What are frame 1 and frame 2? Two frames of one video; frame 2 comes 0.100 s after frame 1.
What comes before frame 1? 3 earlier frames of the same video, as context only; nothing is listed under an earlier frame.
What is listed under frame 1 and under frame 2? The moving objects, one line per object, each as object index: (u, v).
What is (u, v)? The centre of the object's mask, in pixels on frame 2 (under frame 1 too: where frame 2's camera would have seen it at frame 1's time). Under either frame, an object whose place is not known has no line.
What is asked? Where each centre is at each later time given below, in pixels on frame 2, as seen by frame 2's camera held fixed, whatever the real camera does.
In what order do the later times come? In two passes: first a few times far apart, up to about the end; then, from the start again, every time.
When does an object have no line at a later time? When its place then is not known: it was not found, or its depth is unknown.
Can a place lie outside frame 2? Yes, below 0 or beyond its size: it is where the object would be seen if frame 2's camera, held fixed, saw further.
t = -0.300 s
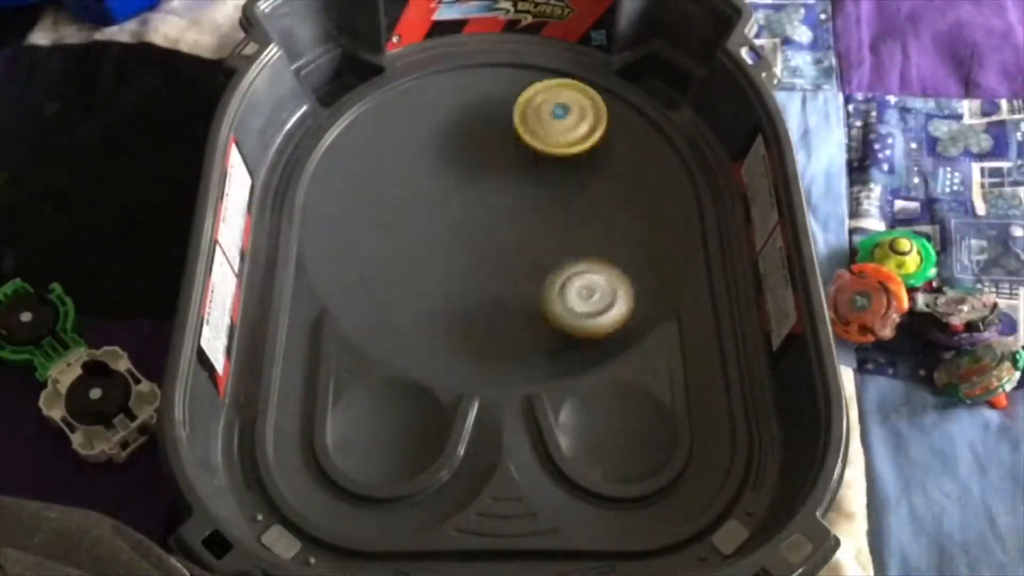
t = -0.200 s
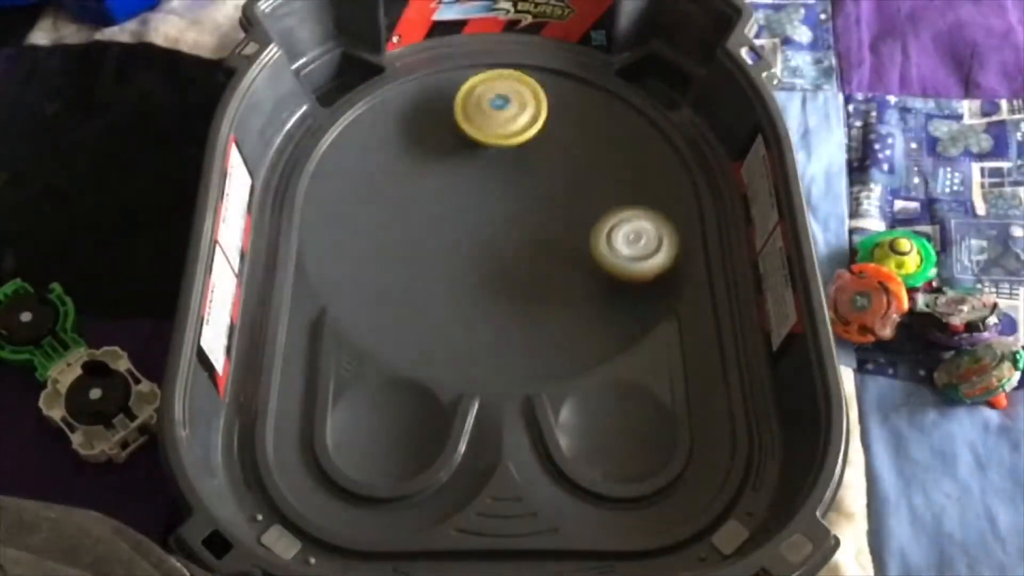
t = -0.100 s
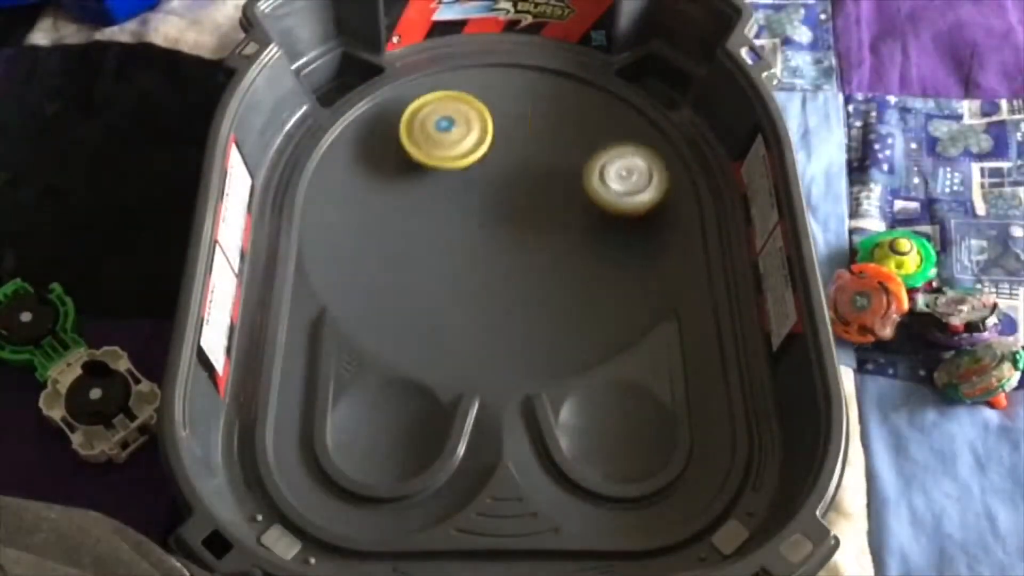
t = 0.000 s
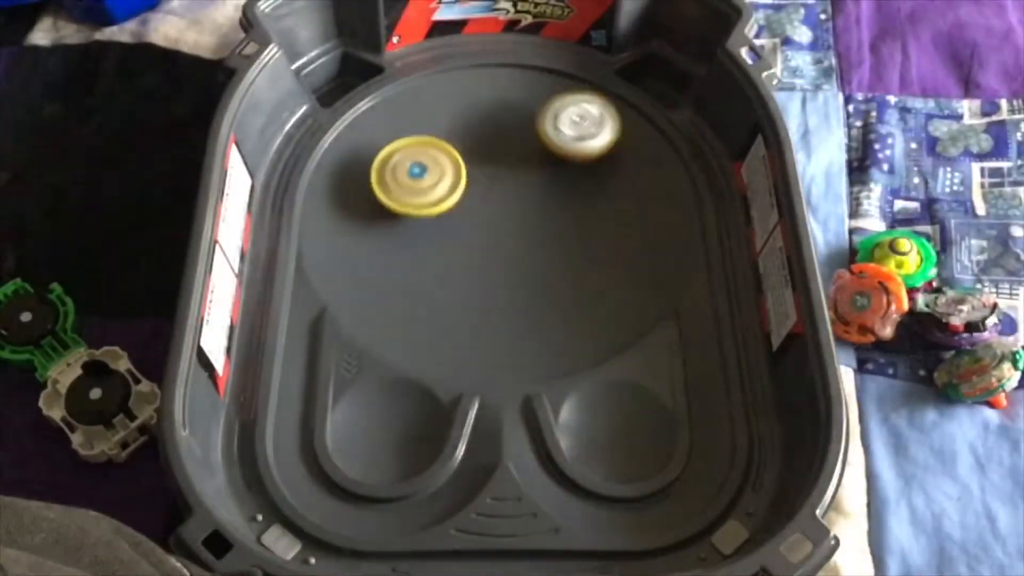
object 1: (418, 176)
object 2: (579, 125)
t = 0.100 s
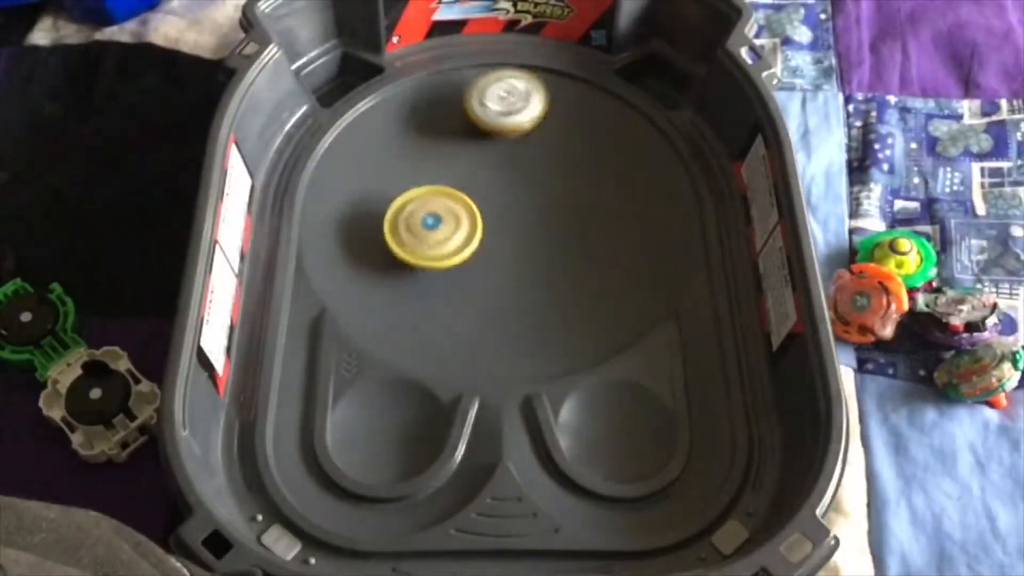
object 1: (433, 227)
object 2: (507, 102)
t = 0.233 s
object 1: (490, 262)
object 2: (409, 126)
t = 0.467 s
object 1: (584, 240)
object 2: (396, 270)
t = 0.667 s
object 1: (590, 175)
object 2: (549, 287)
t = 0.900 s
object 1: (513, 157)
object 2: (603, 181)
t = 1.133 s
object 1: (457, 190)
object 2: (512, 118)
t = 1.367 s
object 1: (467, 241)
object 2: (401, 185)
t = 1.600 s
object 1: (537, 247)
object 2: (445, 275)
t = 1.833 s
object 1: (573, 188)
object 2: (515, 263)
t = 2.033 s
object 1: (542, 136)
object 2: (523, 240)
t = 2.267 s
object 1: (475, 136)
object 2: (516, 218)
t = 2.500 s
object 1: (438, 171)
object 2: (511, 221)
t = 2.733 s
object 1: (423, 199)
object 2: (556, 220)
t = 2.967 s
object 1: (465, 225)
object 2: (543, 175)
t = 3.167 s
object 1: (494, 233)
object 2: (525, 160)
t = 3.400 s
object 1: (534, 239)
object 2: (506, 161)
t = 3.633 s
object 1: (567, 223)
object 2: (498, 164)
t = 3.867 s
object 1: (574, 202)
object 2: (496, 161)
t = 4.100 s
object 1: (565, 195)
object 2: (471, 189)
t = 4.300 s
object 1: (556, 203)
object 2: (457, 199)
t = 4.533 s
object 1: (552, 224)
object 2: (460, 212)
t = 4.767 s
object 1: (561, 235)
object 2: (469, 216)
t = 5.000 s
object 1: (566, 231)
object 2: (460, 204)
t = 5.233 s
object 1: (550, 225)
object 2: (458, 183)
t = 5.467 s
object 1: (537, 226)
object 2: (459, 182)
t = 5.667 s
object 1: (535, 231)
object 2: (456, 176)
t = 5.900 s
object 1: (534, 233)
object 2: (469, 173)
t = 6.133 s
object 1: (536, 232)
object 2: (480, 167)
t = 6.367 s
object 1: (537, 229)
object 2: (490, 163)
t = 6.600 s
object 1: (536, 229)
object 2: (501, 157)
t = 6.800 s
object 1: (534, 233)
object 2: (511, 158)
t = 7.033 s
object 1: (530, 241)
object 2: (523, 161)
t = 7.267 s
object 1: (522, 246)
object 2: (533, 167)
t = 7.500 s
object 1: (510, 248)
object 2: (540, 173)
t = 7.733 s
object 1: (491, 254)
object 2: (548, 178)
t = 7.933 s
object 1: (481, 246)
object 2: (546, 189)
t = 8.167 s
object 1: (467, 230)
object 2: (551, 197)
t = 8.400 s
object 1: (459, 207)
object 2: (552, 204)
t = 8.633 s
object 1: (459, 183)
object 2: (551, 210)
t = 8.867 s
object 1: (473, 166)
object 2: (542, 216)
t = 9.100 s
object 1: (497, 156)
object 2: (532, 224)
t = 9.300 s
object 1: (522, 155)
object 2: (522, 234)
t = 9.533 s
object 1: (546, 165)
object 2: (516, 233)
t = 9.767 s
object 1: (564, 182)
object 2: (494, 239)
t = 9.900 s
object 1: (566, 196)
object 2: (483, 236)
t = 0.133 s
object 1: (446, 240)
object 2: (480, 101)
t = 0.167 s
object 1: (461, 250)
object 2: (454, 105)
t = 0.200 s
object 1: (476, 257)
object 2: (430, 113)
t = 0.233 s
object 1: (490, 262)
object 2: (409, 126)
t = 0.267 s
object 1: (506, 265)
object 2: (390, 142)
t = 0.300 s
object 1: (521, 265)
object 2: (377, 162)
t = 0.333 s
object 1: (536, 264)
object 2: (367, 183)
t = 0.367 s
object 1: (550, 261)
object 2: (365, 206)
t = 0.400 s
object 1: (562, 256)
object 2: (369, 229)
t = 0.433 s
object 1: (574, 249)
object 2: (379, 251)
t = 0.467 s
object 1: (584, 240)
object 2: (396, 270)
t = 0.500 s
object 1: (593, 230)
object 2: (418, 285)
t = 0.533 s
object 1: (599, 219)
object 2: (443, 295)
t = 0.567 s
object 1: (602, 208)
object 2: (470, 300)
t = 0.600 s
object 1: (602, 196)
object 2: (497, 300)
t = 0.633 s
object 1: (598, 185)
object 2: (524, 296)
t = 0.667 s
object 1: (590, 175)
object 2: (549, 287)
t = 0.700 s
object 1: (581, 167)
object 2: (569, 275)
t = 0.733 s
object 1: (571, 162)
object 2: (585, 261)
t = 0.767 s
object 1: (560, 159)
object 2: (596, 245)
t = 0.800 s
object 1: (549, 157)
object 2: (603, 228)
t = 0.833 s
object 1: (538, 157)
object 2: (605, 211)
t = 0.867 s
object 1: (527, 158)
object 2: (603, 194)
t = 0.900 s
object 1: (513, 157)
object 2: (603, 181)
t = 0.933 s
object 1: (500, 157)
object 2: (601, 168)
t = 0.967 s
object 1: (489, 159)
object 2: (595, 156)
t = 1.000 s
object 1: (479, 163)
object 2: (584, 145)
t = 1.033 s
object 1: (472, 169)
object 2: (570, 134)
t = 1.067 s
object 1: (465, 175)
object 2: (553, 126)
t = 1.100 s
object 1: (460, 182)
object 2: (533, 121)
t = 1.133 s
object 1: (457, 190)
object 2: (512, 118)
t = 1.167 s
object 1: (454, 197)
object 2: (491, 119)
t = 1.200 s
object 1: (453, 205)
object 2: (469, 123)
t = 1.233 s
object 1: (453, 212)
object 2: (450, 132)
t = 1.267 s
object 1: (455, 219)
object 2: (433, 144)
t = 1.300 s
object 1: (458, 227)
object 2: (418, 157)
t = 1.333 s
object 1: (462, 235)
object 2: (407, 170)
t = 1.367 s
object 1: (467, 241)
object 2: (401, 185)
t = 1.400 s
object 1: (476, 247)
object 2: (396, 200)
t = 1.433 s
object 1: (486, 252)
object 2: (393, 213)
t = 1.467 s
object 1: (496, 254)
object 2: (397, 228)
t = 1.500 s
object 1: (505, 255)
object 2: (405, 242)
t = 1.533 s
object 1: (514, 254)
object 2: (418, 256)
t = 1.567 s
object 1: (525, 251)
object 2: (432, 267)
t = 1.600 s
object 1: (537, 247)
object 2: (445, 275)
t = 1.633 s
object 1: (547, 242)
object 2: (461, 279)
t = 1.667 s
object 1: (553, 237)
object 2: (478, 281)
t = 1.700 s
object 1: (558, 230)
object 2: (491, 280)
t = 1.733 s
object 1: (564, 221)
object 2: (502, 277)
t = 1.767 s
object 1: (566, 212)
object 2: (510, 272)
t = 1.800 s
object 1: (568, 202)
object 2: (514, 266)
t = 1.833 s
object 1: (573, 188)
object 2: (515, 263)
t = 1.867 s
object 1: (574, 176)
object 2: (516, 260)
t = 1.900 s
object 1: (572, 166)
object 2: (517, 256)
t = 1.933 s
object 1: (567, 157)
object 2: (519, 253)
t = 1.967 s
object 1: (561, 150)
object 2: (521, 249)
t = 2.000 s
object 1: (550, 141)
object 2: (523, 244)
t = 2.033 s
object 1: (542, 136)
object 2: (523, 240)
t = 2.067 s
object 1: (533, 132)
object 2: (523, 237)
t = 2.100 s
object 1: (523, 129)
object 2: (523, 233)
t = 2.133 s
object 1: (513, 127)
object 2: (523, 230)
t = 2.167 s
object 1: (503, 127)
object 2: (521, 226)
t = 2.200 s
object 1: (493, 128)
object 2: (520, 223)
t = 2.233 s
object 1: (484, 131)
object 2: (518, 221)
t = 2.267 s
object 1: (475, 136)
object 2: (516, 218)
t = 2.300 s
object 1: (468, 141)
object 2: (514, 216)
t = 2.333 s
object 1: (462, 147)
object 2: (512, 214)
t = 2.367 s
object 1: (457, 153)
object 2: (509, 213)
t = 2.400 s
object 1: (449, 155)
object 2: (511, 217)
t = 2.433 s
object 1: (444, 159)
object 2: (511, 219)
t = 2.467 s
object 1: (440, 165)
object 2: (511, 220)
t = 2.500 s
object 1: (438, 171)
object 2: (511, 221)
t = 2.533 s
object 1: (436, 177)
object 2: (511, 220)
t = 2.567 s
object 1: (427, 176)
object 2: (519, 227)
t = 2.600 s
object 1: (422, 178)
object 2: (527, 232)
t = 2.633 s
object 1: (420, 183)
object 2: (534, 233)
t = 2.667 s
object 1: (421, 188)
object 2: (542, 231)
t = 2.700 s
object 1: (421, 193)
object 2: (549, 226)
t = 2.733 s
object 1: (423, 199)
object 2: (556, 220)
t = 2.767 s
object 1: (427, 205)
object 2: (560, 212)
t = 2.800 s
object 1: (433, 211)
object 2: (562, 205)
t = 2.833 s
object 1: (440, 215)
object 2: (562, 197)
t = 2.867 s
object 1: (446, 218)
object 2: (558, 189)
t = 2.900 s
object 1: (454, 221)
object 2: (552, 183)
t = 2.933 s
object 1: (463, 223)
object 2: (545, 179)
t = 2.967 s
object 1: (465, 225)
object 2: (543, 175)
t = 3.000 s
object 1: (467, 227)
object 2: (543, 171)
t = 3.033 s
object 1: (473, 228)
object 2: (541, 169)
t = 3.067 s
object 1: (479, 228)
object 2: (537, 167)
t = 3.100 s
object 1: (483, 230)
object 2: (534, 164)
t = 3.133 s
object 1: (488, 232)
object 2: (530, 161)
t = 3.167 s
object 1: (494, 233)
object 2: (525, 160)
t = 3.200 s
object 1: (498, 235)
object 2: (522, 158)
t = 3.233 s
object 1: (503, 236)
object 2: (518, 157)
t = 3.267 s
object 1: (510, 237)
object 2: (514, 159)
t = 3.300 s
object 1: (516, 237)
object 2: (512, 161)
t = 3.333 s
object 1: (521, 239)
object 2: (510, 160)
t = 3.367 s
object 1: (527, 240)
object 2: (508, 160)
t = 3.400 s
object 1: (534, 239)
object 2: (506, 161)
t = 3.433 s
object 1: (539, 238)
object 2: (504, 163)
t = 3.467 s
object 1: (545, 236)
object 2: (503, 164)
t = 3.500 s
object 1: (550, 233)
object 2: (502, 166)
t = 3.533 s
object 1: (554, 231)
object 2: (501, 166)
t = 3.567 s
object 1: (559, 228)
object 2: (501, 167)
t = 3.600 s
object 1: (563, 226)
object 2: (500, 165)
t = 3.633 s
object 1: (567, 223)
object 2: (498, 164)
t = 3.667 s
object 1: (569, 220)
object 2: (498, 163)
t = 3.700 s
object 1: (571, 216)
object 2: (498, 162)
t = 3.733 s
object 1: (571, 212)
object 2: (500, 163)
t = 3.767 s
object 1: (573, 210)
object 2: (499, 162)
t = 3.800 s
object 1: (573, 207)
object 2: (498, 161)
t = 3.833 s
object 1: (573, 203)
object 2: (498, 161)
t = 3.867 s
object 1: (574, 202)
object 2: (496, 161)
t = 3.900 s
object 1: (576, 201)
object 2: (492, 161)
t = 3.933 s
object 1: (575, 198)
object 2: (490, 164)
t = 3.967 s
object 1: (574, 197)
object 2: (488, 169)
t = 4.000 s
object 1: (573, 196)
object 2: (482, 175)
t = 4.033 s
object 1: (571, 195)
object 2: (477, 180)
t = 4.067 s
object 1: (569, 195)
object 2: (473, 185)
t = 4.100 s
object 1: (565, 195)
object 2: (471, 189)
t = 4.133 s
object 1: (562, 195)
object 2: (470, 192)
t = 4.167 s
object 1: (564, 196)
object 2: (463, 193)
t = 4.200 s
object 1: (564, 198)
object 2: (459, 194)
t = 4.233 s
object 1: (562, 199)
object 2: (456, 195)
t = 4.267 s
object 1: (558, 202)
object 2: (456, 197)
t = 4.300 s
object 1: (556, 203)
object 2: (457, 199)
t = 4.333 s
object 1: (552, 206)
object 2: (459, 201)
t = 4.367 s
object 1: (553, 209)
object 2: (459, 203)
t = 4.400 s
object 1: (553, 213)
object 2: (455, 205)
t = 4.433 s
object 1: (554, 215)
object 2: (454, 207)
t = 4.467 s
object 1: (552, 219)
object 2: (455, 209)
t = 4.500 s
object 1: (553, 221)
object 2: (457, 210)
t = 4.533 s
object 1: (552, 224)
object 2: (460, 212)
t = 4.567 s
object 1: (554, 226)
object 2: (462, 213)
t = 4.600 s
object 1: (555, 229)
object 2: (462, 213)
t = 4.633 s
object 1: (557, 231)
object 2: (464, 214)
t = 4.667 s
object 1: (557, 233)
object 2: (466, 214)
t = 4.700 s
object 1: (559, 234)
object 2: (466, 215)
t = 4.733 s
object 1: (560, 235)
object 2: (468, 215)
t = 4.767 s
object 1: (561, 235)
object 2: (469, 216)
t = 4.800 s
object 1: (564, 236)
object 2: (467, 215)
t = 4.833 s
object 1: (566, 236)
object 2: (463, 214)
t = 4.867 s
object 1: (568, 236)
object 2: (461, 212)
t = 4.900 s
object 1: (568, 235)
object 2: (460, 210)
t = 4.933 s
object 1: (568, 234)
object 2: (459, 208)
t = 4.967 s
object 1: (567, 233)
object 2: (460, 206)
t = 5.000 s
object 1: (566, 231)
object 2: (460, 204)
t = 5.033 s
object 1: (564, 230)
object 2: (462, 201)
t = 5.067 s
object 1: (561, 228)
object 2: (463, 200)
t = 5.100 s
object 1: (558, 227)
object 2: (464, 198)
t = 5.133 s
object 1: (554, 225)
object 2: (465, 196)
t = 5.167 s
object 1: (551, 224)
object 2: (466, 193)
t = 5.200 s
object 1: (551, 226)
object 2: (462, 188)
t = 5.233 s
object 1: (550, 225)
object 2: (458, 183)
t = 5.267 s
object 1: (550, 226)
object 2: (456, 181)
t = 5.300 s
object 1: (547, 225)
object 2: (455, 180)
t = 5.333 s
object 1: (546, 225)
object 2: (455, 180)
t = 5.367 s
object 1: (543, 226)
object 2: (456, 181)
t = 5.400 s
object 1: (541, 225)
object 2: (457, 181)
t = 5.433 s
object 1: (539, 225)
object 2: (459, 183)
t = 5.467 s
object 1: (537, 226)
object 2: (459, 182)
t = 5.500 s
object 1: (537, 227)
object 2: (457, 181)
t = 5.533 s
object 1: (535, 228)
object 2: (457, 181)
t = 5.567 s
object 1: (534, 227)
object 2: (457, 181)
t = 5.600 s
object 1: (534, 229)
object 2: (457, 181)
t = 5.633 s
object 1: (534, 231)
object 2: (456, 178)
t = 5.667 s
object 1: (535, 231)
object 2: (456, 176)
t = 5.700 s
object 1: (535, 232)
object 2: (457, 175)
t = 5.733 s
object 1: (535, 232)
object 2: (458, 174)
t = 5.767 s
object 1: (535, 232)
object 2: (460, 174)
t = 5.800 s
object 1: (535, 232)
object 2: (462, 174)
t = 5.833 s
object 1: (534, 232)
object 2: (465, 174)
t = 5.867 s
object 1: (534, 231)
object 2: (467, 175)
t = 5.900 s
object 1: (534, 233)
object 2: (469, 173)
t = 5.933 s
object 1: (535, 234)
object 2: (469, 169)
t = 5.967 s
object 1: (536, 234)
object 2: (470, 167)
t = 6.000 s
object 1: (536, 234)
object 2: (471, 166)
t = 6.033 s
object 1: (536, 234)
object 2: (473, 165)
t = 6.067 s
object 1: (537, 233)
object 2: (475, 165)
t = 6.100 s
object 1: (537, 233)
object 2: (478, 166)
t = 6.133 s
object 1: (536, 232)
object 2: (480, 167)
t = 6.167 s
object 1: (536, 231)
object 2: (482, 168)
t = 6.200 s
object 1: (538, 232)
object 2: (483, 166)
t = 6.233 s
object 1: (537, 232)
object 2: (484, 164)
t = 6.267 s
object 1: (538, 231)
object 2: (485, 163)
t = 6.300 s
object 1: (538, 231)
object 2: (487, 163)
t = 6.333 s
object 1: (537, 230)
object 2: (489, 163)
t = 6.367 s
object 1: (537, 229)
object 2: (490, 163)
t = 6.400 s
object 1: (538, 230)
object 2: (491, 161)
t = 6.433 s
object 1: (538, 231)
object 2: (493, 158)
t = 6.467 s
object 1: (538, 230)
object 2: (494, 158)
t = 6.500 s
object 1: (538, 230)
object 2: (496, 157)
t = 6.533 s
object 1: (538, 229)
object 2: (498, 158)
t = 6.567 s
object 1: (537, 229)
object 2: (500, 159)
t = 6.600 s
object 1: (536, 229)
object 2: (501, 157)
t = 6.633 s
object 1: (536, 230)
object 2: (502, 157)
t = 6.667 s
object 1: (536, 231)
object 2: (504, 156)
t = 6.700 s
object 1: (535, 232)
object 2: (506, 156)
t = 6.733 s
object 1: (535, 232)
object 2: (508, 156)
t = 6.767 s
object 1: (534, 232)
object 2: (510, 157)
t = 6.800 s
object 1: (534, 233)
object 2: (511, 158)
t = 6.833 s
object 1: (533, 235)
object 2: (513, 158)
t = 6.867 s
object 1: (532, 237)
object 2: (515, 156)
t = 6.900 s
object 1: (532, 239)
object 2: (517, 156)
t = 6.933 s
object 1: (532, 240)
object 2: (519, 156)
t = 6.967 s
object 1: (531, 241)
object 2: (520, 158)
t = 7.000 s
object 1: (530, 241)
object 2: (521, 159)
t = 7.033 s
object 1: (530, 241)
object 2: (523, 161)
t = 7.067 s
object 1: (529, 242)
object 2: (524, 163)
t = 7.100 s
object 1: (528, 242)
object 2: (525, 165)
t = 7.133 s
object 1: (527, 242)
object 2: (527, 166)
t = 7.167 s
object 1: (526, 244)
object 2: (528, 165)
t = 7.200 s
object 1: (525, 245)
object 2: (530, 166)
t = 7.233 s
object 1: (523, 246)
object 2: (531, 166)
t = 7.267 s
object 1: (522, 246)
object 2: (533, 167)
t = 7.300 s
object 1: (522, 245)
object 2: (533, 169)
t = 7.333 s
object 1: (520, 246)
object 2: (534, 170)
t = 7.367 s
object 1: (518, 247)
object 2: (536, 170)
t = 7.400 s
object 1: (516, 247)
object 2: (537, 171)
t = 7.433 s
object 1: (514, 247)
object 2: (539, 172)
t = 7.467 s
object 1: (513, 247)
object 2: (539, 173)
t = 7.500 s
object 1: (510, 248)
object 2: (540, 173)
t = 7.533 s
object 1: (505, 251)
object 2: (545, 171)
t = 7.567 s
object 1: (502, 252)
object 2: (547, 171)
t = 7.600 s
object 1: (499, 254)
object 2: (548, 171)
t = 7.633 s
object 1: (496, 254)
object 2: (549, 173)
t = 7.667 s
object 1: (494, 254)
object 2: (548, 174)
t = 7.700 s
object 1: (493, 254)
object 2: (548, 176)
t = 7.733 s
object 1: (491, 254)
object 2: (548, 178)
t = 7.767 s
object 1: (490, 254)
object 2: (546, 180)
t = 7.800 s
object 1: (488, 252)
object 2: (546, 182)
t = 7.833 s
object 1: (487, 250)
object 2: (545, 185)
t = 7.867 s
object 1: (486, 248)
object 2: (544, 187)
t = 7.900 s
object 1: (483, 247)
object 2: (545, 188)
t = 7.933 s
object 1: (481, 246)
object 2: (546, 189)
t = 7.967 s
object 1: (479, 244)
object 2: (547, 190)
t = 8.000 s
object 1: (475, 242)
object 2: (548, 191)
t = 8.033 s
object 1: (472, 240)
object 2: (551, 191)
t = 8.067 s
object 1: (471, 238)
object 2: (552, 192)
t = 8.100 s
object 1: (469, 235)
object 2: (552, 194)
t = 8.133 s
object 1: (468, 233)
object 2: (552, 195)
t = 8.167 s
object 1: (467, 230)
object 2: (551, 197)
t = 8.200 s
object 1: (464, 227)
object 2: (552, 198)
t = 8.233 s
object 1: (462, 224)
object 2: (553, 199)
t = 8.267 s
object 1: (460, 221)
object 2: (554, 200)
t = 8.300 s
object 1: (459, 218)
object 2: (553, 201)
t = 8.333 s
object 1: (459, 214)
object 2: (553, 202)
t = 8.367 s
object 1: (459, 211)
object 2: (552, 203)
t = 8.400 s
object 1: (459, 207)
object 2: (552, 204)
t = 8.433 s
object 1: (458, 204)
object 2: (552, 205)
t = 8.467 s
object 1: (457, 200)
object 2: (553, 206)
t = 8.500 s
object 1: (457, 197)
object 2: (554, 207)
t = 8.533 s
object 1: (457, 194)
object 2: (554, 208)
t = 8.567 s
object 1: (457, 190)
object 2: (553, 209)
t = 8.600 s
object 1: (458, 187)
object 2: (552, 209)
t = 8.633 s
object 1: (459, 183)
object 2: (551, 210)
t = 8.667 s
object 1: (460, 181)
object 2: (550, 211)
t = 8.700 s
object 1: (462, 178)
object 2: (549, 211)
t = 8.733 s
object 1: (464, 175)
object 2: (547, 212)
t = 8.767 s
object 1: (466, 173)
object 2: (546, 212)
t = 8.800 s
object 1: (469, 171)
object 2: (544, 213)
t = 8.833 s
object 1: (471, 169)
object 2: (543, 214)
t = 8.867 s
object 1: (473, 166)
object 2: (542, 216)
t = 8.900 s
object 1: (476, 164)
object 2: (541, 217)
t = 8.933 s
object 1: (479, 162)
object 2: (541, 219)
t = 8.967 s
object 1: (482, 160)
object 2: (539, 220)
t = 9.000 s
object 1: (486, 159)
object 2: (537, 221)
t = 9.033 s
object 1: (490, 157)
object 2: (535, 222)
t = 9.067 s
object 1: (494, 157)
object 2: (534, 223)
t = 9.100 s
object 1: (497, 156)
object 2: (532, 224)
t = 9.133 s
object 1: (501, 156)
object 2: (530, 225)
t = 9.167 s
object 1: (505, 156)
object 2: (528, 226)
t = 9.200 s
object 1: (509, 154)
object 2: (526, 229)
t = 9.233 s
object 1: (513, 155)
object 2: (524, 232)
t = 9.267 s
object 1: (518, 155)
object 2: (523, 233)
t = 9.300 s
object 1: (522, 155)
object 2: (522, 234)
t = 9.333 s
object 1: (525, 156)
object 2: (521, 234)
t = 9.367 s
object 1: (529, 157)
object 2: (520, 235)
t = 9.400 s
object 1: (533, 158)
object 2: (520, 235)
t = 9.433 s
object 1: (536, 159)
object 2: (519, 234)
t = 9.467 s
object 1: (540, 161)
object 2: (518, 234)
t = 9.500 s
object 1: (543, 163)
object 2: (517, 234)
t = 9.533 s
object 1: (546, 165)
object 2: (516, 233)
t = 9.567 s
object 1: (550, 165)
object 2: (513, 235)
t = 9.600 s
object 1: (553, 167)
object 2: (509, 237)
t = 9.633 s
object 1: (556, 170)
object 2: (505, 238)
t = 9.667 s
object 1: (558, 172)
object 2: (502, 238)
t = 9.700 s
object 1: (561, 175)
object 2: (499, 239)
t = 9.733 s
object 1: (562, 178)
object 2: (496, 239)
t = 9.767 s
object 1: (564, 182)
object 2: (494, 239)
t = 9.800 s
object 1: (565, 185)
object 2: (490, 238)
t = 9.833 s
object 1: (565, 189)
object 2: (488, 238)
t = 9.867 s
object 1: (566, 192)
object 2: (485, 237)
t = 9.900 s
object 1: (566, 196)
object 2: (483, 236)
